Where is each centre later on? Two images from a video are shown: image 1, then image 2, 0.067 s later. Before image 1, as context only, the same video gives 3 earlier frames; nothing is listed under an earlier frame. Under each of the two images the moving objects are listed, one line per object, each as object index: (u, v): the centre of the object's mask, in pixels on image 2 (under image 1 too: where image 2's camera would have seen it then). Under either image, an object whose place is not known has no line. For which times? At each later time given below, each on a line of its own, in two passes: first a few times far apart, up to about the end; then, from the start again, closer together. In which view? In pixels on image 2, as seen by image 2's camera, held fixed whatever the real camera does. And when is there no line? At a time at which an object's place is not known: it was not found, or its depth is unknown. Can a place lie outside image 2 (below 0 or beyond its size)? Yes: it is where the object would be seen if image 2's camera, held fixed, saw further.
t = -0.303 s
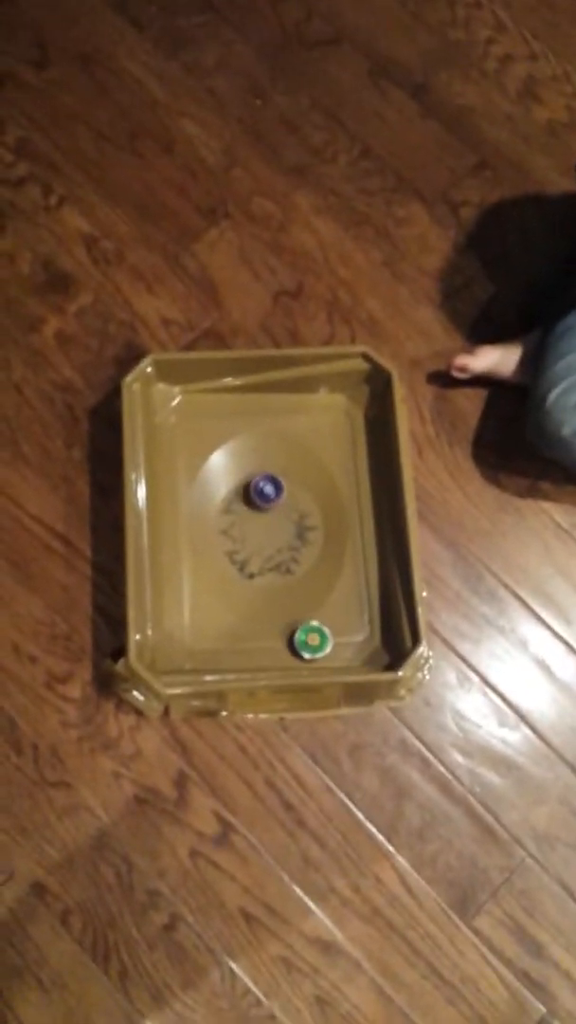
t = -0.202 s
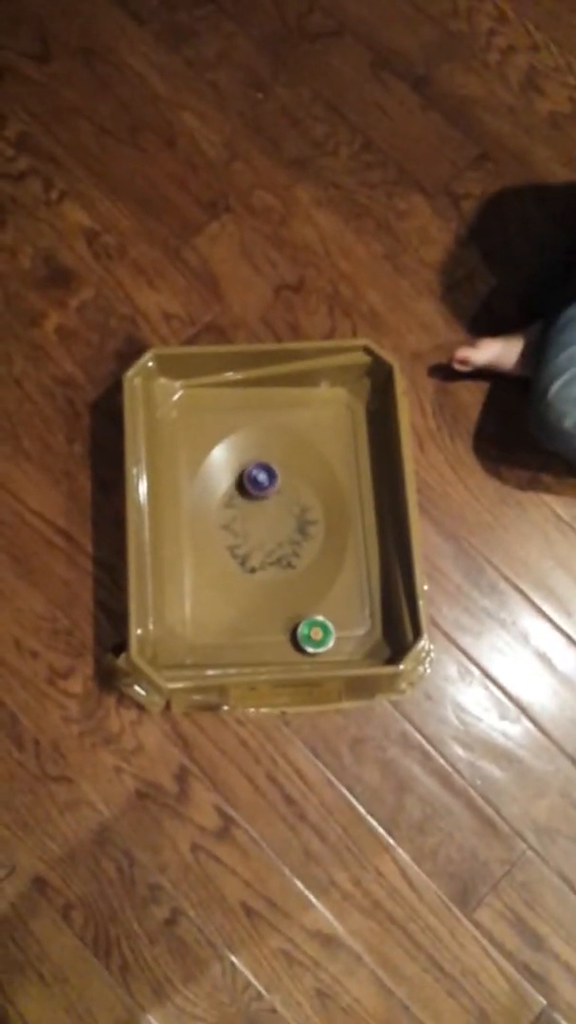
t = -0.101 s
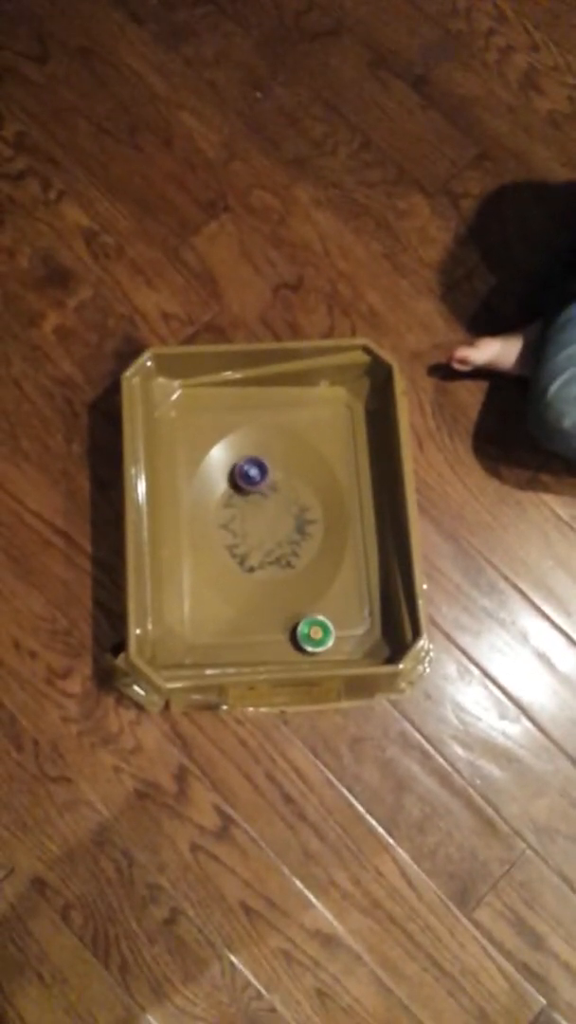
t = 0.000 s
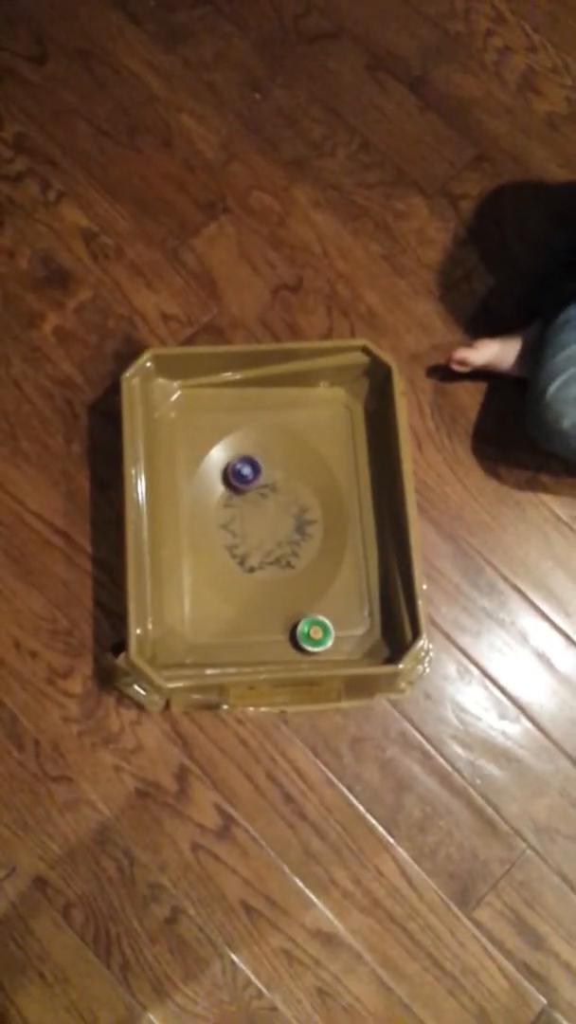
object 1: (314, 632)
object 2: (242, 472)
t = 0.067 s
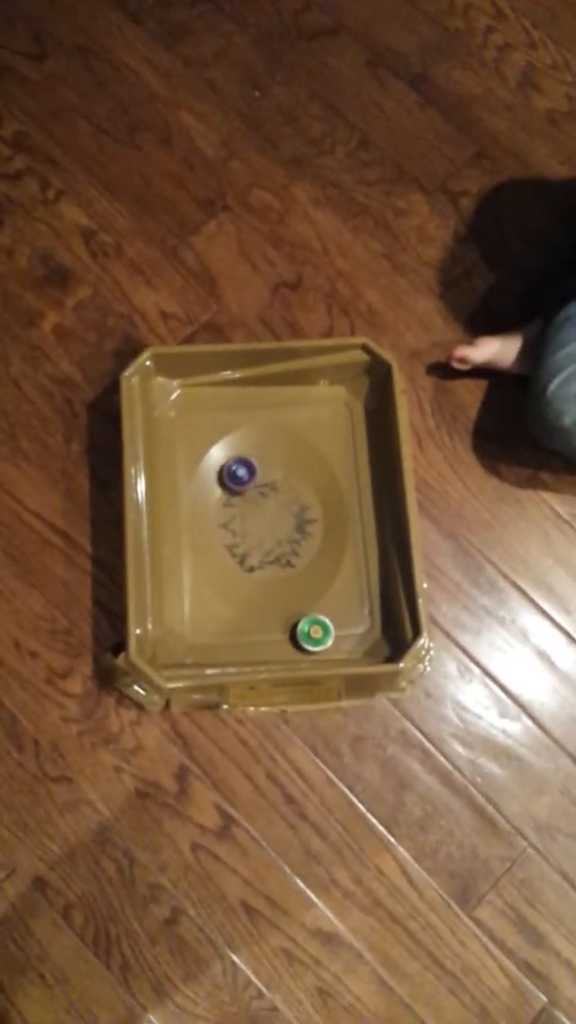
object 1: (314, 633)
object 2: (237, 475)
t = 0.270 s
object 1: (314, 632)
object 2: (230, 480)
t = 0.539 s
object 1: (314, 629)
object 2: (235, 489)
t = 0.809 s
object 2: (248, 496)
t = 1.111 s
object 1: (314, 542)
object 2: (270, 501)
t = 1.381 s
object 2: (269, 482)
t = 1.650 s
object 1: (313, 534)
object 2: (270, 481)
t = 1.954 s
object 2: (283, 488)
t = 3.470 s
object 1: (263, 550)
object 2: (256, 508)
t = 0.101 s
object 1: (315, 633)
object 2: (235, 475)
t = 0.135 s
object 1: (314, 633)
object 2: (234, 476)
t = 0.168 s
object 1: (314, 633)
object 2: (232, 477)
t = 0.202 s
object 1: (315, 633)
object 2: (231, 478)
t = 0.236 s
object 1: (315, 633)
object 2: (230, 480)
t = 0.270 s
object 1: (314, 632)
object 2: (230, 480)
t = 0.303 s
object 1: (314, 632)
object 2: (230, 481)
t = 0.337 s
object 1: (314, 632)
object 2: (230, 482)
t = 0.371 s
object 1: (314, 631)
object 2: (231, 483)
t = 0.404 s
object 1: (314, 630)
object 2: (231, 484)
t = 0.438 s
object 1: (314, 630)
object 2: (232, 485)
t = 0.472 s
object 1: (314, 630)
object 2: (233, 486)
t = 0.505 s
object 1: (314, 629)
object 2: (234, 488)
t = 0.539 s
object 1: (314, 629)
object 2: (235, 489)
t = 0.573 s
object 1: (314, 628)
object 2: (236, 490)
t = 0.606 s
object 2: (237, 491)
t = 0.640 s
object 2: (239, 492)
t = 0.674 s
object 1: (316, 622)
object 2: (240, 493)
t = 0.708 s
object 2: (242, 494)
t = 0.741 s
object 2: (244, 495)
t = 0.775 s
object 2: (246, 495)
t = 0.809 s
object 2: (248, 496)
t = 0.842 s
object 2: (250, 497)
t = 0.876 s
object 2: (253, 497)
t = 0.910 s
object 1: (322, 593)
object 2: (256, 497)
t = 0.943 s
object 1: (321, 587)
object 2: (258, 498)
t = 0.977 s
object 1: (321, 579)
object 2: (260, 499)
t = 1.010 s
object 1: (320, 571)
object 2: (263, 499)
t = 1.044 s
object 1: (319, 562)
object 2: (265, 499)
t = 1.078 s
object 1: (317, 552)
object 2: (268, 500)
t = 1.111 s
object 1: (314, 542)
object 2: (270, 501)
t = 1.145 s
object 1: (312, 534)
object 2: (272, 501)
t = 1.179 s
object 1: (311, 527)
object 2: (275, 501)
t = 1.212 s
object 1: (310, 522)
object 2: (277, 501)
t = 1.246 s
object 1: (312, 519)
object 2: (277, 498)
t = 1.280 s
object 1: (313, 517)
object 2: (277, 496)
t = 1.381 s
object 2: (269, 482)
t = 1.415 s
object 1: (327, 533)
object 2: (269, 479)
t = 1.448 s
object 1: (322, 535)
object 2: (269, 478)
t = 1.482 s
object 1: (318, 535)
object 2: (270, 478)
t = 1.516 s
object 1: (314, 535)
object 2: (270, 478)
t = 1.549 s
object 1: (313, 534)
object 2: (270, 479)
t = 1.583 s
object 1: (312, 534)
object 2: (270, 479)
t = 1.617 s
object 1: (312, 533)
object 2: (270, 480)
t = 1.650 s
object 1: (313, 534)
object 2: (270, 481)
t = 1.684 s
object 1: (316, 534)
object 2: (270, 481)
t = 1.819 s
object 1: (321, 529)
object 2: (275, 486)
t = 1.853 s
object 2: (277, 487)
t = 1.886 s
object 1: (320, 526)
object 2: (280, 487)
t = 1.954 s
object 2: (283, 488)
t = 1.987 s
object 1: (319, 523)
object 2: (284, 488)
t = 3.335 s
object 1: (278, 553)
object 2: (249, 503)
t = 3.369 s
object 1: (275, 551)
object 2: (250, 505)
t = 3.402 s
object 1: (271, 549)
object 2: (252, 507)
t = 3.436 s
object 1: (267, 546)
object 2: (254, 509)
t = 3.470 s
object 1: (263, 550)
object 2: (256, 508)
